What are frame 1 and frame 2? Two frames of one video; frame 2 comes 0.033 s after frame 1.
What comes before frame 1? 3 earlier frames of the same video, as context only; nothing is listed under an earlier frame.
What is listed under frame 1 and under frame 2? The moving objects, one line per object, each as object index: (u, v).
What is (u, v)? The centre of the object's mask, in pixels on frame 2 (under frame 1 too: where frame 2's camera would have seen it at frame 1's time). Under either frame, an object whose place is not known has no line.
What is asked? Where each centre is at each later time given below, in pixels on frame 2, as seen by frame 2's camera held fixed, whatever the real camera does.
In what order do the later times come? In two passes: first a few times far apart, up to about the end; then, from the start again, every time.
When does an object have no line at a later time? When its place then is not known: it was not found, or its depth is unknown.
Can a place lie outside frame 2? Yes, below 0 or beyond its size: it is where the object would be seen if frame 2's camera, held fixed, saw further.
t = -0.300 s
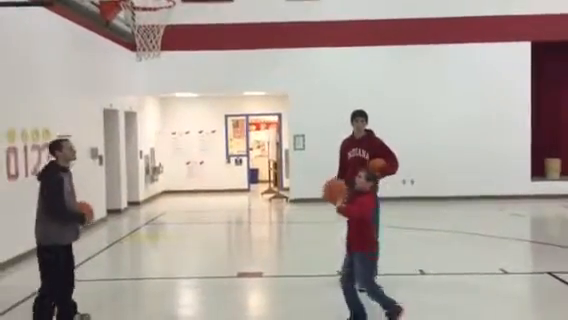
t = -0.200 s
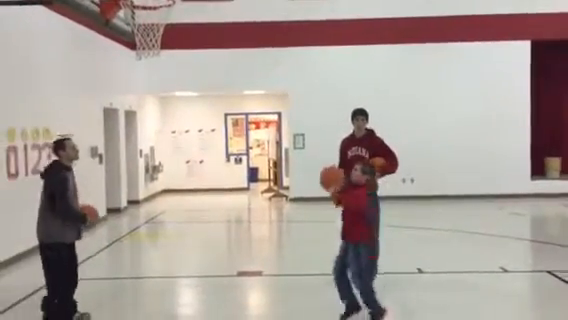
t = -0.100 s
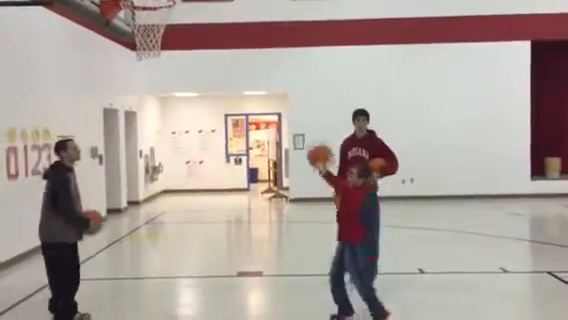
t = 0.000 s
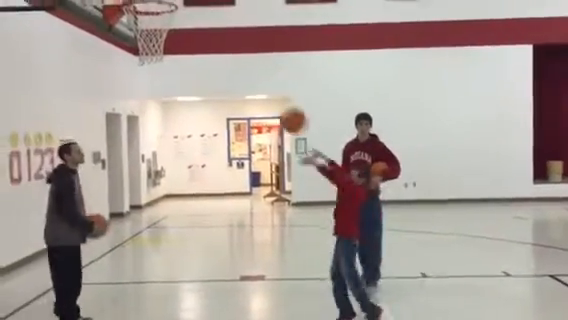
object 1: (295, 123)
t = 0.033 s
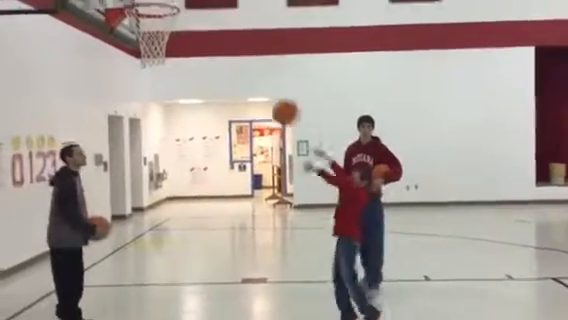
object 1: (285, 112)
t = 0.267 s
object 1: (219, 69)
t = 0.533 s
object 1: (149, 92)
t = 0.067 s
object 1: (276, 102)
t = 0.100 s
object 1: (266, 93)
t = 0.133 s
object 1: (256, 86)
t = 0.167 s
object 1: (247, 80)
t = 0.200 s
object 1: (238, 75)
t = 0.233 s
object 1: (228, 72)
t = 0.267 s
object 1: (219, 69)
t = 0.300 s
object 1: (211, 68)
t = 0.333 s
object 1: (201, 68)
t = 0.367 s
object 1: (193, 69)
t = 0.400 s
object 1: (184, 71)
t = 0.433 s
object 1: (175, 74)
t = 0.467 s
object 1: (166, 80)
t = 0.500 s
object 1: (157, 85)
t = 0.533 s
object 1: (149, 92)
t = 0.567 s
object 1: (140, 100)
